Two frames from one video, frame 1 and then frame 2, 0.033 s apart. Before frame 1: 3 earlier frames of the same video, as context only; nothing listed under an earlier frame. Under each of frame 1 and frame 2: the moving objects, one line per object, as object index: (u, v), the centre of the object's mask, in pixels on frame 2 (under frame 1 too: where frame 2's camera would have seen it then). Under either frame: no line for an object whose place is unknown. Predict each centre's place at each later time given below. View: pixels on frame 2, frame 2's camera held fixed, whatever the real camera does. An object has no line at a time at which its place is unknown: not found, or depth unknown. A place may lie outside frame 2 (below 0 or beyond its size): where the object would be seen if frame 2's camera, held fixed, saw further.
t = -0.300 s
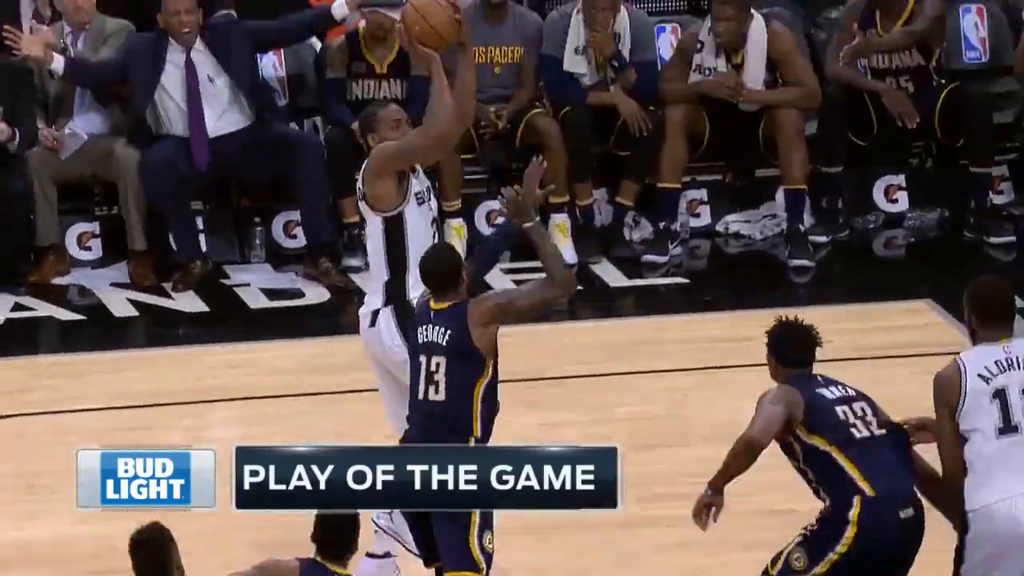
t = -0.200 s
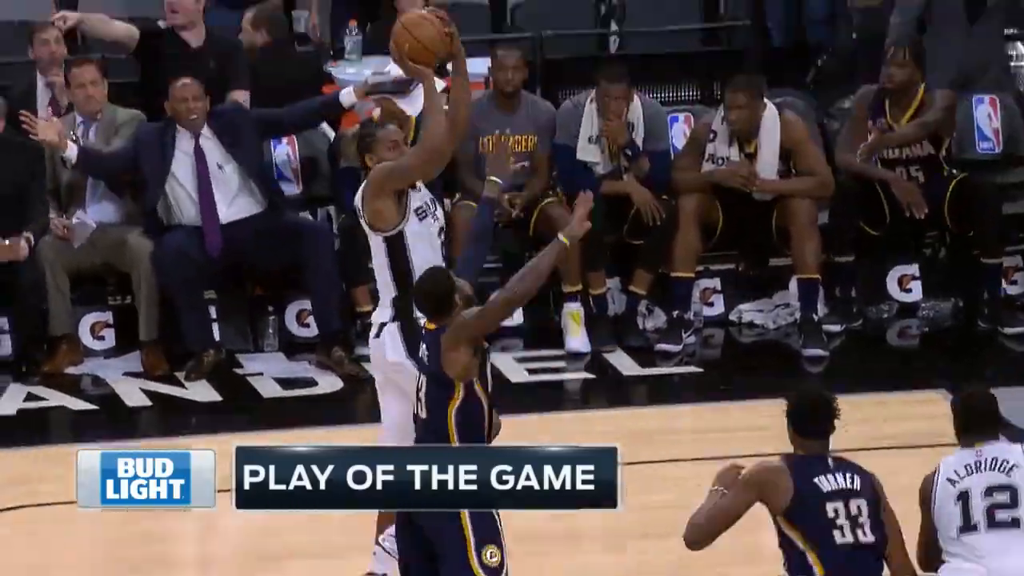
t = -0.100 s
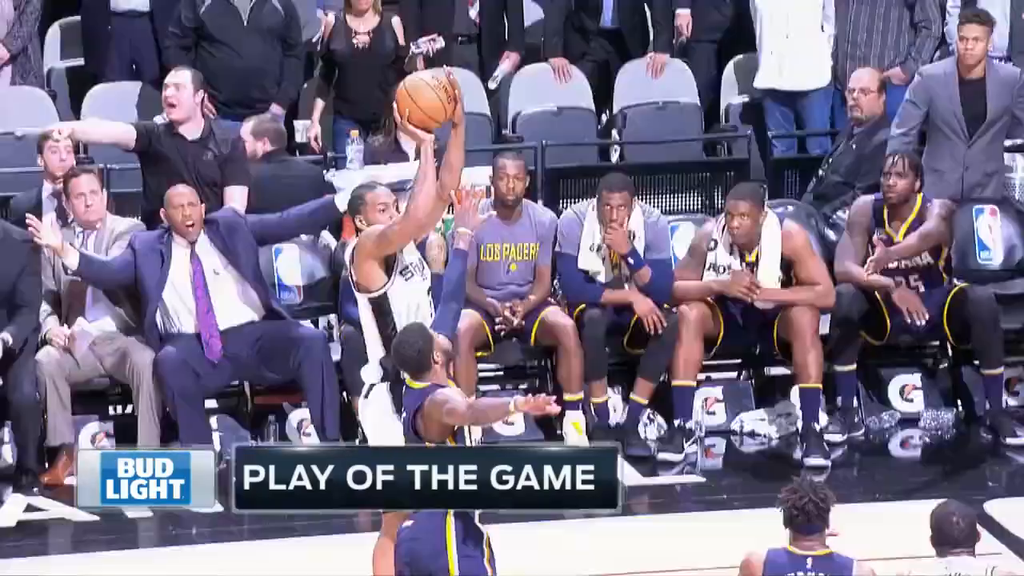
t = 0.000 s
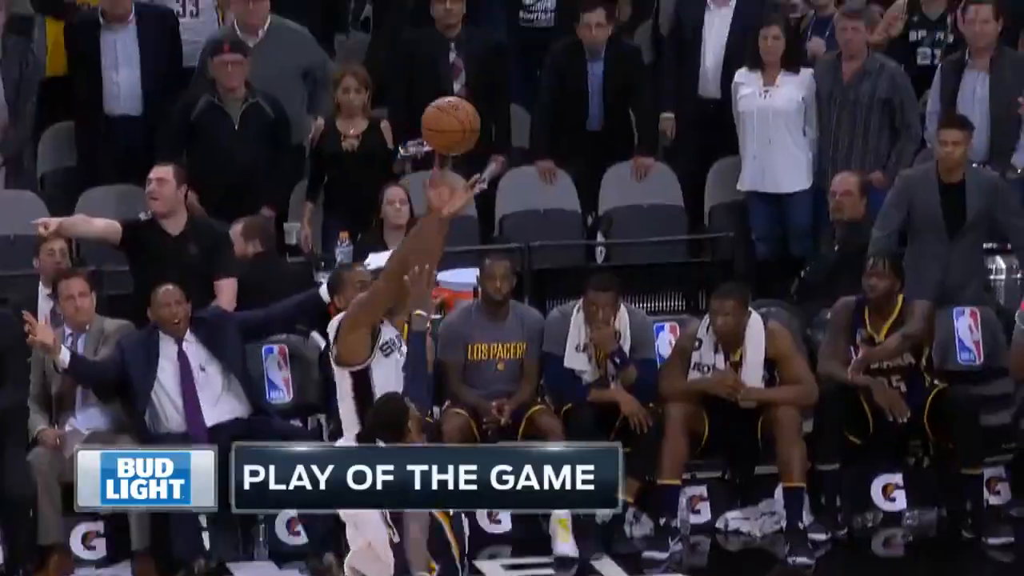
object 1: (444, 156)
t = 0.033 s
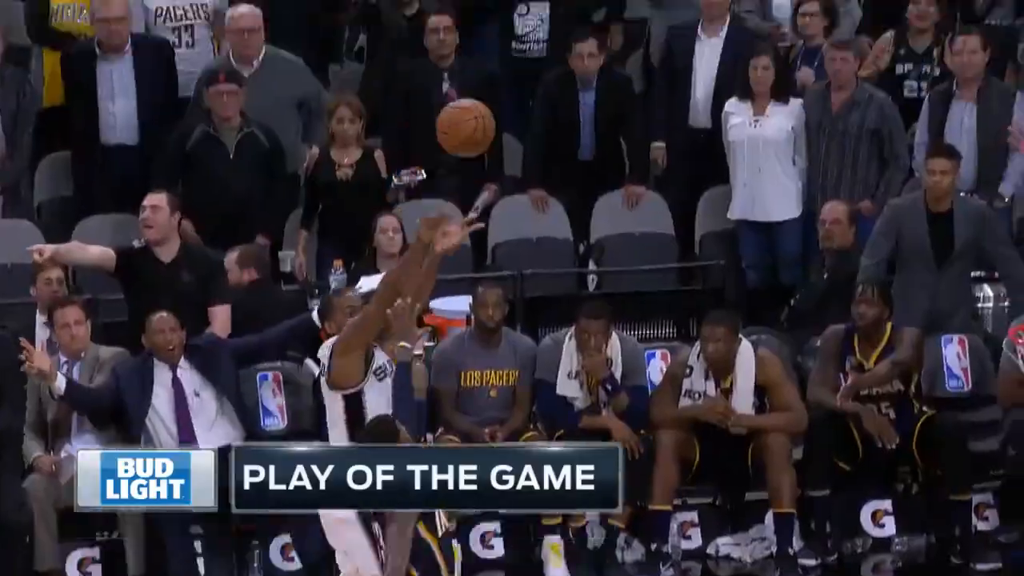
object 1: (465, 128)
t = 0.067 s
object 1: (487, 103)
